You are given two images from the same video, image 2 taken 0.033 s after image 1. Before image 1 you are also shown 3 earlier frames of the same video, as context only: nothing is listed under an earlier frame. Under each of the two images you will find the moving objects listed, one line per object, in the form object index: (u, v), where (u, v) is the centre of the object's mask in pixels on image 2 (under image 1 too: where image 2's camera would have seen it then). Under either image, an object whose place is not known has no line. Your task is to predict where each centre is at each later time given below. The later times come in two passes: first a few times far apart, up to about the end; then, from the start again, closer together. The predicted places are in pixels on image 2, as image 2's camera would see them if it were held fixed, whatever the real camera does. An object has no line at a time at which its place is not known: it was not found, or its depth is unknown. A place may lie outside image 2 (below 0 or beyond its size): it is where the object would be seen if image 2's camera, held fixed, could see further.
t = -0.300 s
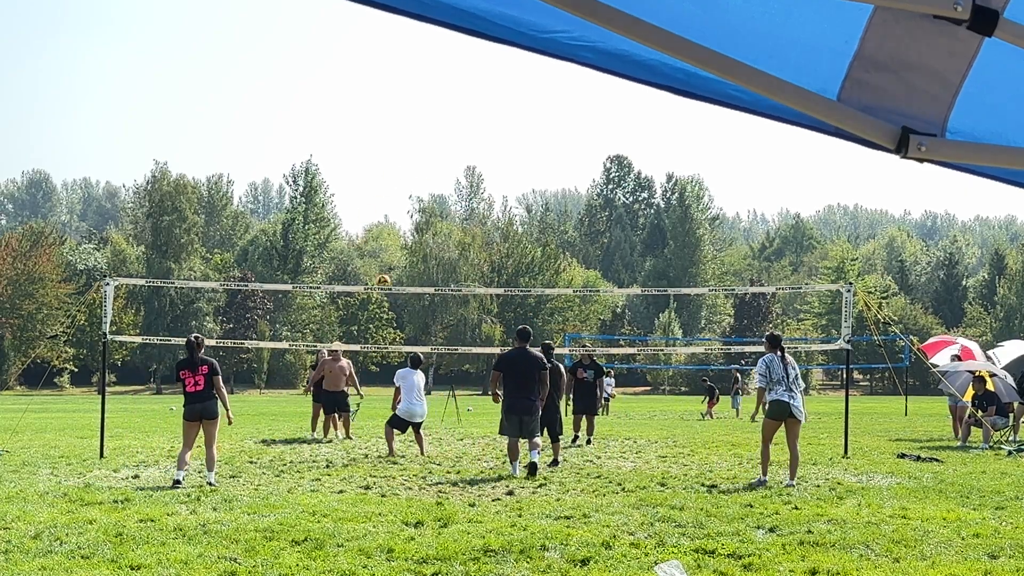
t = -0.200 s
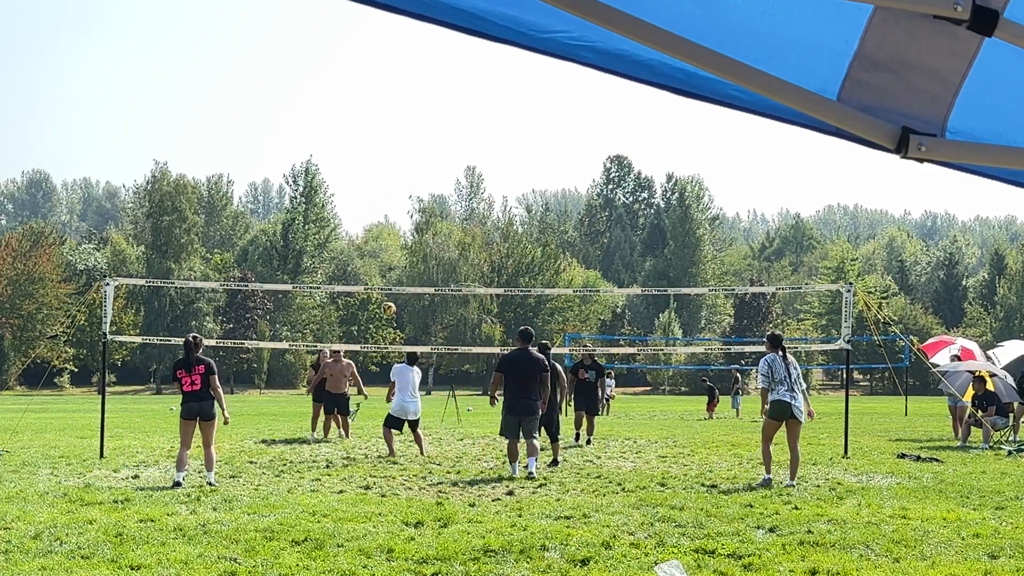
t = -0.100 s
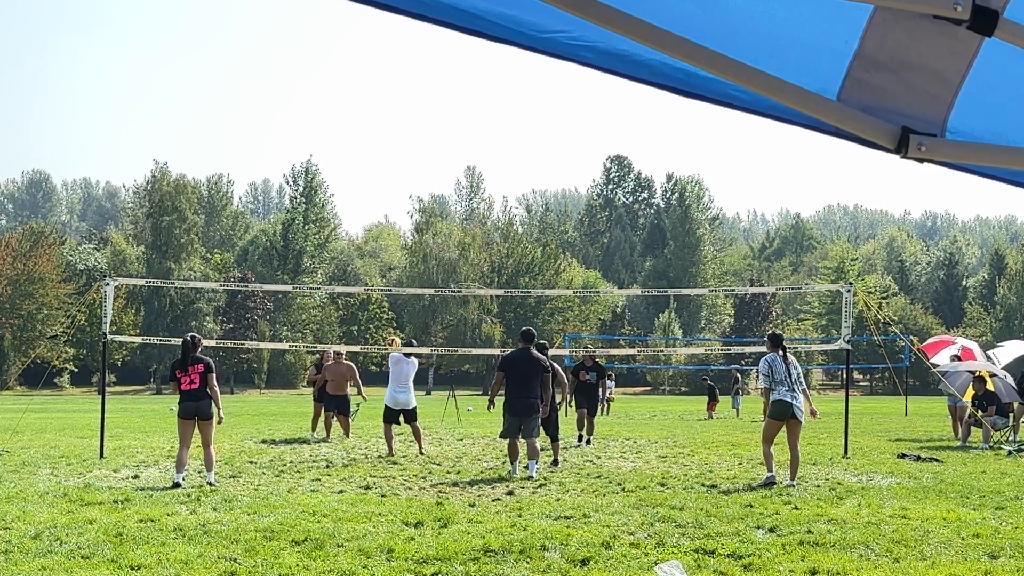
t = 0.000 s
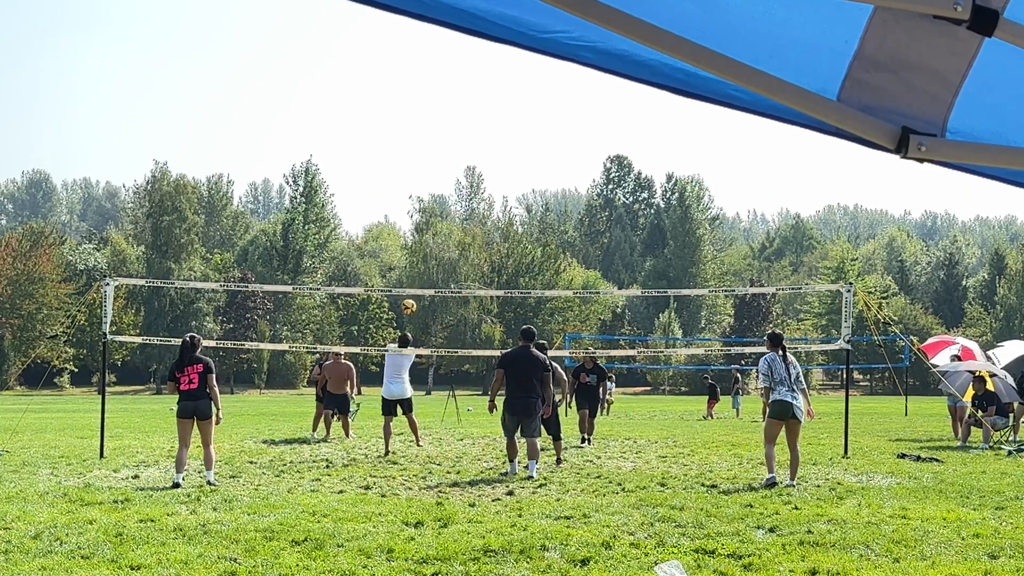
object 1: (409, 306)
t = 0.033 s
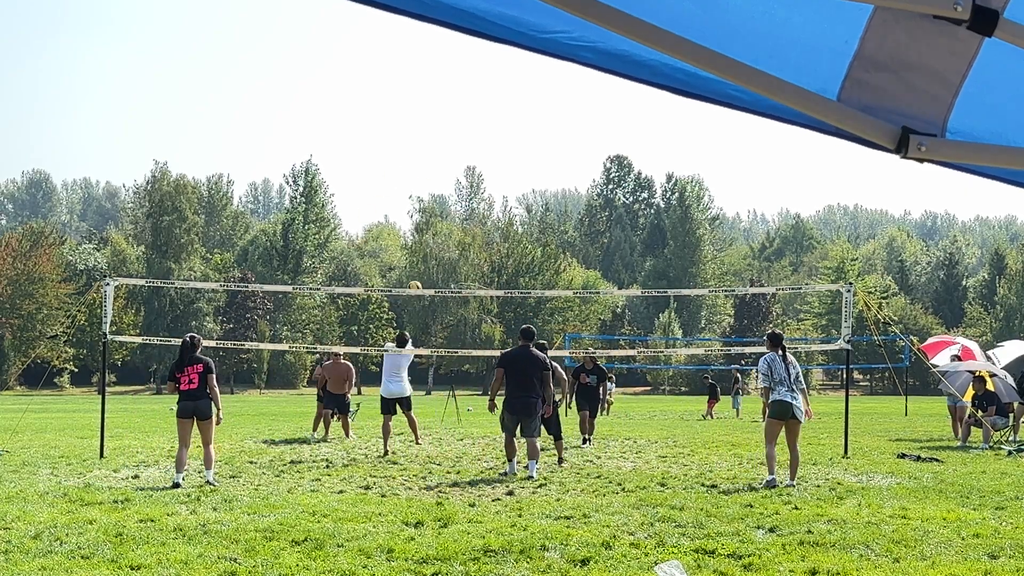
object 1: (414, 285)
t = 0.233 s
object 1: (448, 194)
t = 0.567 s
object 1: (505, 104)
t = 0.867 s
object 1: (554, 89)
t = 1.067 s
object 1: (587, 112)
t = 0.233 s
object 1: (448, 194)
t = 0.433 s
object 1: (482, 130)
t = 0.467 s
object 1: (488, 123)
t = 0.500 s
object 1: (493, 116)
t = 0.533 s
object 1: (499, 110)
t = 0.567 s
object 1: (505, 104)
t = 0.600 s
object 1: (510, 99)
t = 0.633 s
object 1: (516, 94)
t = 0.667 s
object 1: (521, 92)
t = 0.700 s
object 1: (527, 90)
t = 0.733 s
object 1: (533, 89)
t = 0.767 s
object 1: (539, 89)
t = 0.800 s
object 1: (544, 88)
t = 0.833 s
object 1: (549, 87)
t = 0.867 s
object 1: (554, 89)
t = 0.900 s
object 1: (560, 91)
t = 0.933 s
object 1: (566, 94)
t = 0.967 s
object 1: (572, 99)
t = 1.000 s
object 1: (577, 101)
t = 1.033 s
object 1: (582, 106)
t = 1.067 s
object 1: (587, 112)
